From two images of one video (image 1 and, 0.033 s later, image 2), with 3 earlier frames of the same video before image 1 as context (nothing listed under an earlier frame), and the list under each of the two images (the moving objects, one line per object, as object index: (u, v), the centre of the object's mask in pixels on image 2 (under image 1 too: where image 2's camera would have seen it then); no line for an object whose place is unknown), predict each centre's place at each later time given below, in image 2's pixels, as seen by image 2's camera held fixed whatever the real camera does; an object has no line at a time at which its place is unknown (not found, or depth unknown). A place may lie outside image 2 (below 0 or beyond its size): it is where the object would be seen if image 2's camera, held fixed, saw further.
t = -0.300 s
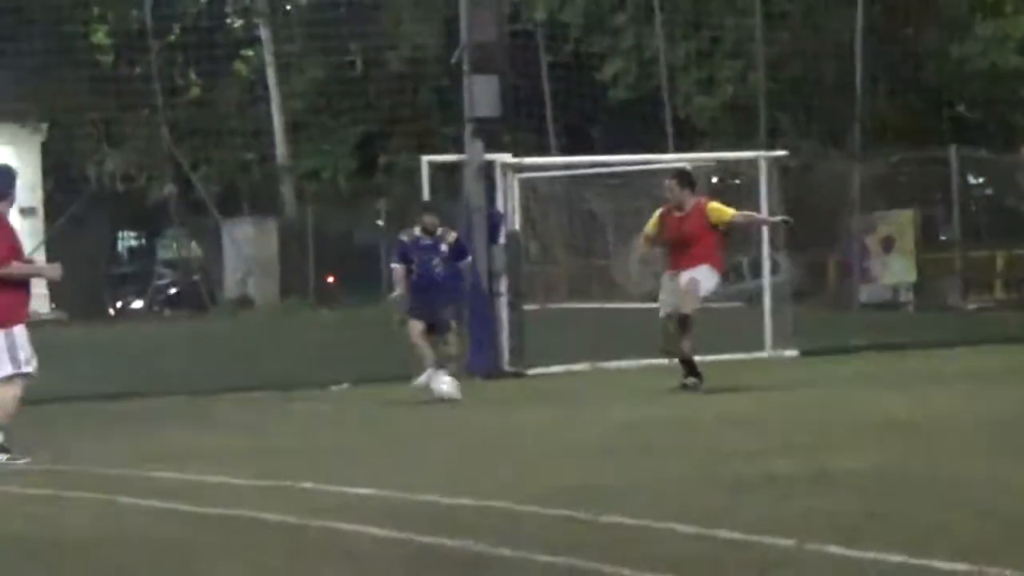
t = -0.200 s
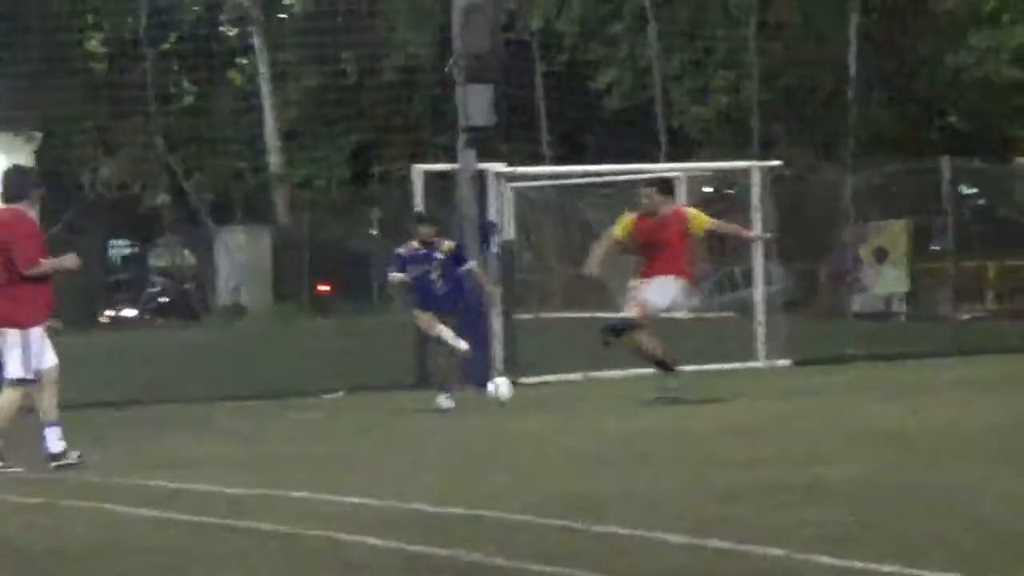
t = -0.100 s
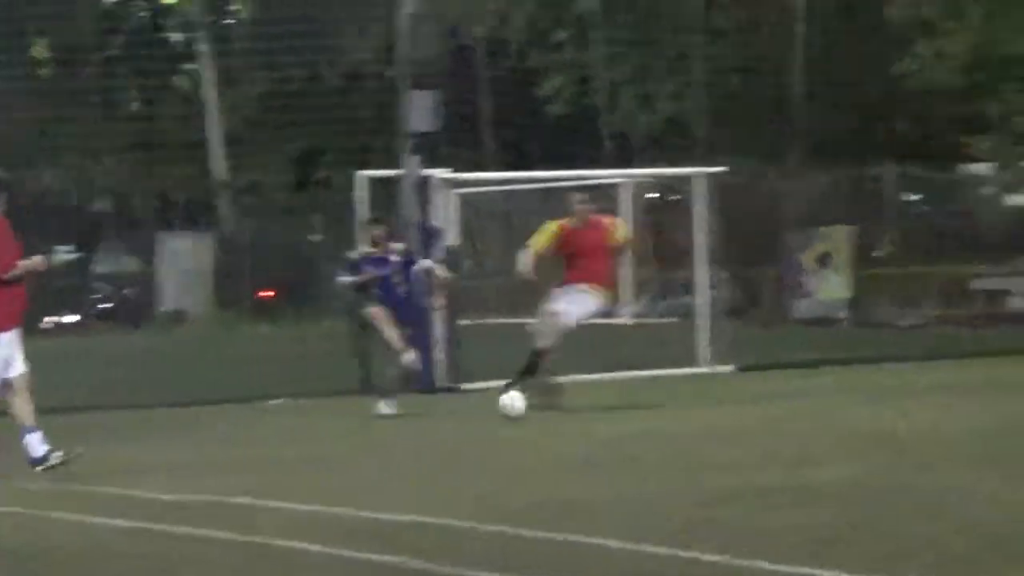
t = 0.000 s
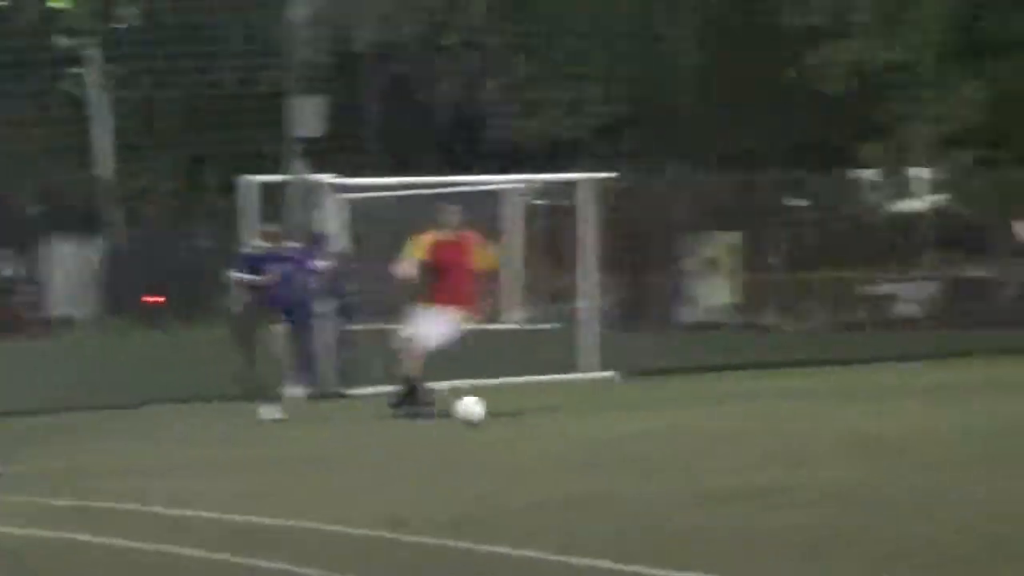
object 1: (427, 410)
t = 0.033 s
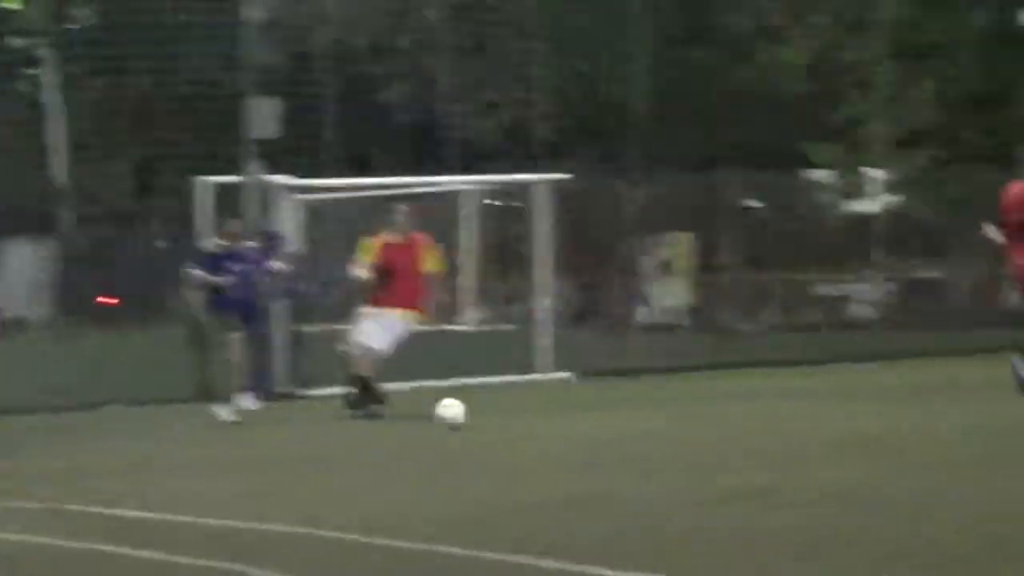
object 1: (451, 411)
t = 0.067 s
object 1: (474, 413)
